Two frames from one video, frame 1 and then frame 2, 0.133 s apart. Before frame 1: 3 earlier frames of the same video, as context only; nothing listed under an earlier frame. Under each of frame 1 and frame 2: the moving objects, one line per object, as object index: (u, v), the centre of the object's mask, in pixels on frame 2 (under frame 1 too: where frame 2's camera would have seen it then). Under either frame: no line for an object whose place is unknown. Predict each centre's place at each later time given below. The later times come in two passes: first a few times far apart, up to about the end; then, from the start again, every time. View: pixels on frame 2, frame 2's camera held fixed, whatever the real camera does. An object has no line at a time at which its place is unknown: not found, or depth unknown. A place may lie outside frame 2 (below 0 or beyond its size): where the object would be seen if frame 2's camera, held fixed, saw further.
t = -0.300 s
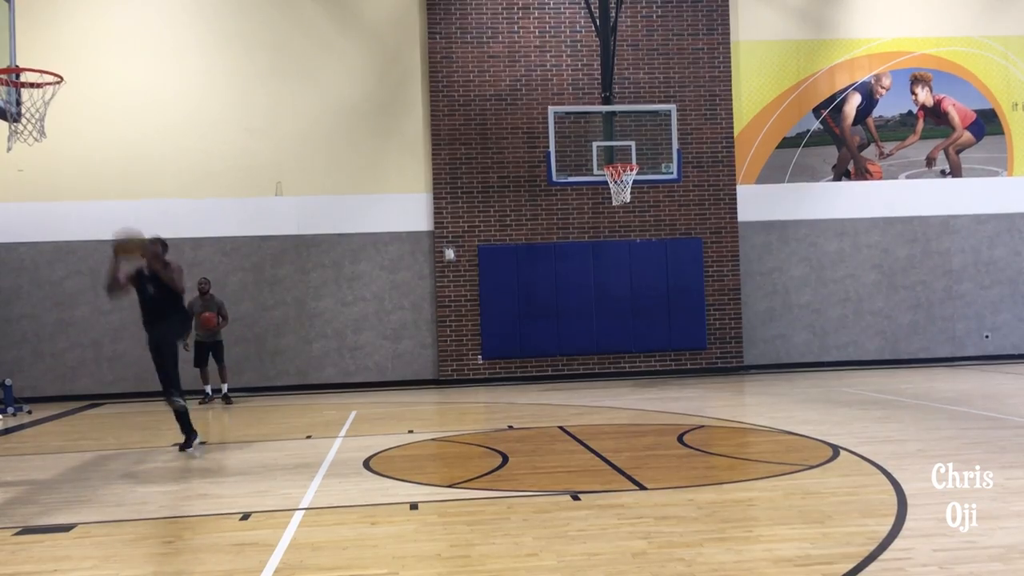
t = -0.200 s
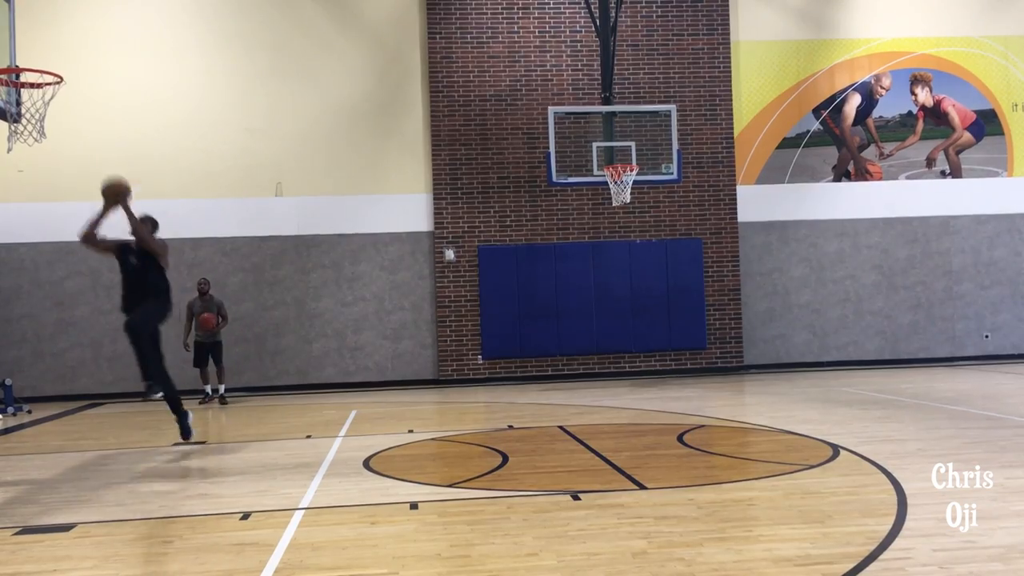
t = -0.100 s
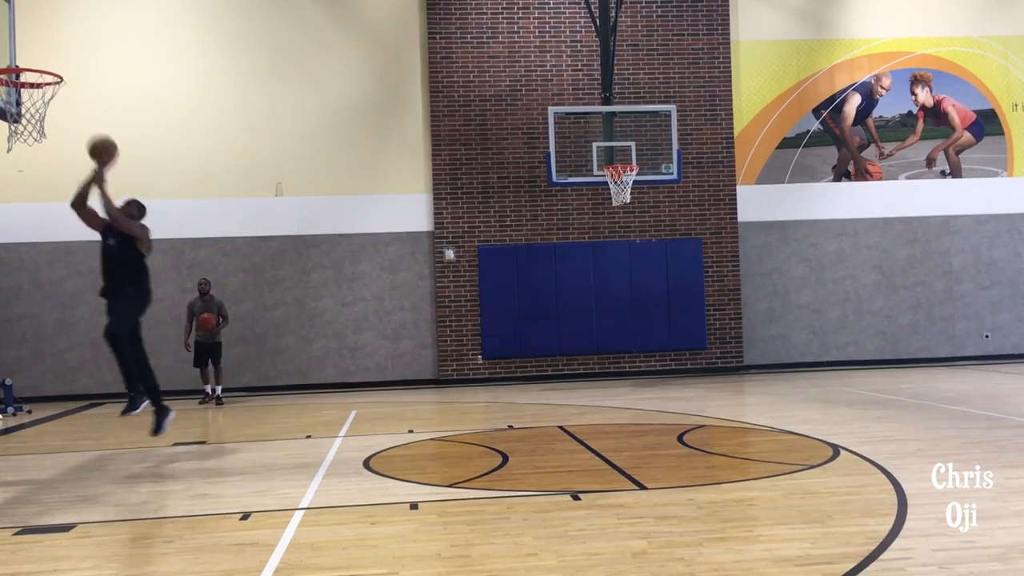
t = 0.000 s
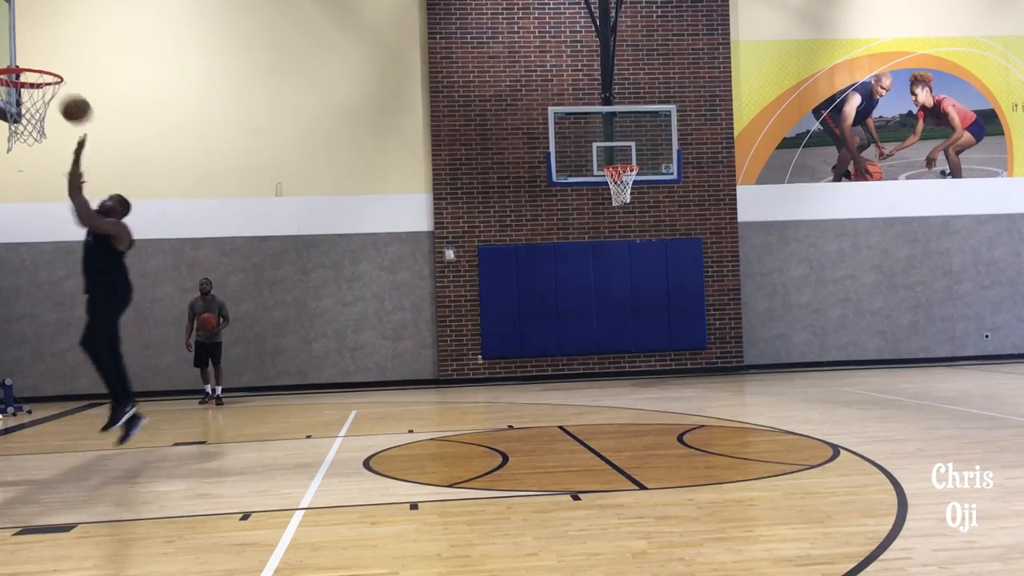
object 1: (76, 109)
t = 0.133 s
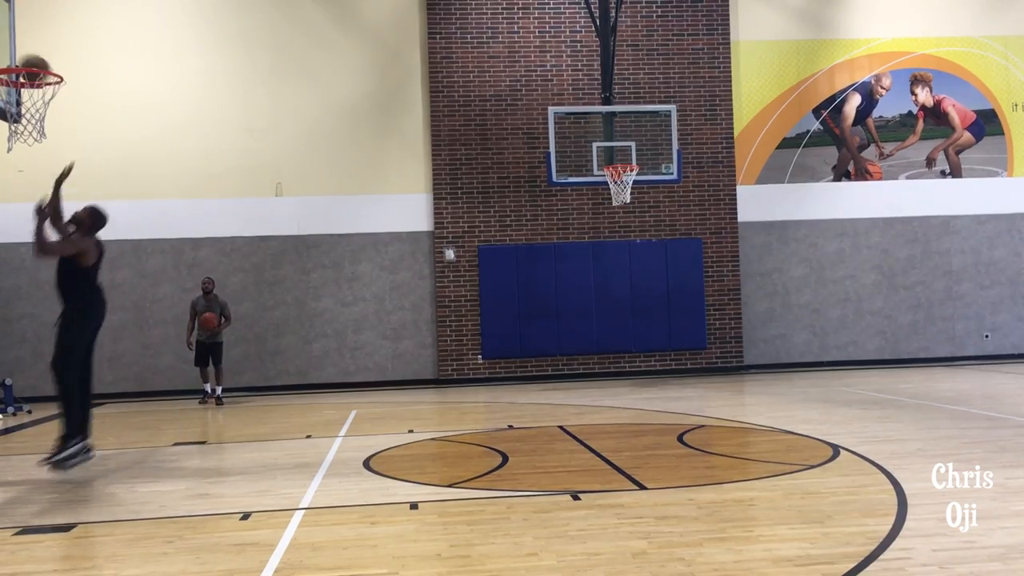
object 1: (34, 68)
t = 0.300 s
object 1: (10, 51)
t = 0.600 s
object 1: (44, 104)
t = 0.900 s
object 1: (51, 190)
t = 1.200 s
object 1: (59, 384)
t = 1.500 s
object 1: (57, 351)
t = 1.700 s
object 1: (55, 296)
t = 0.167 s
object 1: (23, 59)
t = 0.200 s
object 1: (14, 56)
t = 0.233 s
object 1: (8, 53)
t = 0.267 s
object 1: (7, 51)
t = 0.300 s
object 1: (10, 51)
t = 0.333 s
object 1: (12, 53)
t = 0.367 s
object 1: (15, 55)
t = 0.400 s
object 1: (19, 57)
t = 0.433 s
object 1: (25, 63)
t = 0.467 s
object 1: (30, 74)
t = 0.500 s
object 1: (35, 84)
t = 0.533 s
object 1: (39, 92)
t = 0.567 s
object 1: (42, 100)
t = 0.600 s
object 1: (44, 104)
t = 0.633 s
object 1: (46, 109)
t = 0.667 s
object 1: (47, 114)
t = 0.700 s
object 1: (47, 120)
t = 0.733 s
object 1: (48, 129)
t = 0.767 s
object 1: (48, 139)
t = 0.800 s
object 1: (49, 150)
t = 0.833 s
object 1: (49, 161)
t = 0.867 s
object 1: (51, 176)
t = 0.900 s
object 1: (51, 190)
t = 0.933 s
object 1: (52, 206)
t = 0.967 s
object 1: (53, 224)
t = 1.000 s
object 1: (53, 245)
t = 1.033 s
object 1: (54, 264)
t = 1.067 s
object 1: (55, 286)
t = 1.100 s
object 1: (55, 309)
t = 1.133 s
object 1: (56, 332)
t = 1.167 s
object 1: (58, 359)
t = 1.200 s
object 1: (59, 384)
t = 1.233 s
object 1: (61, 416)
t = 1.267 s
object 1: (62, 441)
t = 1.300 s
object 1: (62, 454)
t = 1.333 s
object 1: (62, 435)
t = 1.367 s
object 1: (61, 414)
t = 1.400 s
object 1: (60, 395)
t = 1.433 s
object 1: (60, 379)
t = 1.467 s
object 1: (58, 364)
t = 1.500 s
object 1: (57, 351)
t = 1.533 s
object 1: (58, 338)
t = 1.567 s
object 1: (56, 327)
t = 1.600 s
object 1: (55, 318)
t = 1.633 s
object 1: (56, 309)
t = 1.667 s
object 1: (55, 302)
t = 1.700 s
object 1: (55, 296)
